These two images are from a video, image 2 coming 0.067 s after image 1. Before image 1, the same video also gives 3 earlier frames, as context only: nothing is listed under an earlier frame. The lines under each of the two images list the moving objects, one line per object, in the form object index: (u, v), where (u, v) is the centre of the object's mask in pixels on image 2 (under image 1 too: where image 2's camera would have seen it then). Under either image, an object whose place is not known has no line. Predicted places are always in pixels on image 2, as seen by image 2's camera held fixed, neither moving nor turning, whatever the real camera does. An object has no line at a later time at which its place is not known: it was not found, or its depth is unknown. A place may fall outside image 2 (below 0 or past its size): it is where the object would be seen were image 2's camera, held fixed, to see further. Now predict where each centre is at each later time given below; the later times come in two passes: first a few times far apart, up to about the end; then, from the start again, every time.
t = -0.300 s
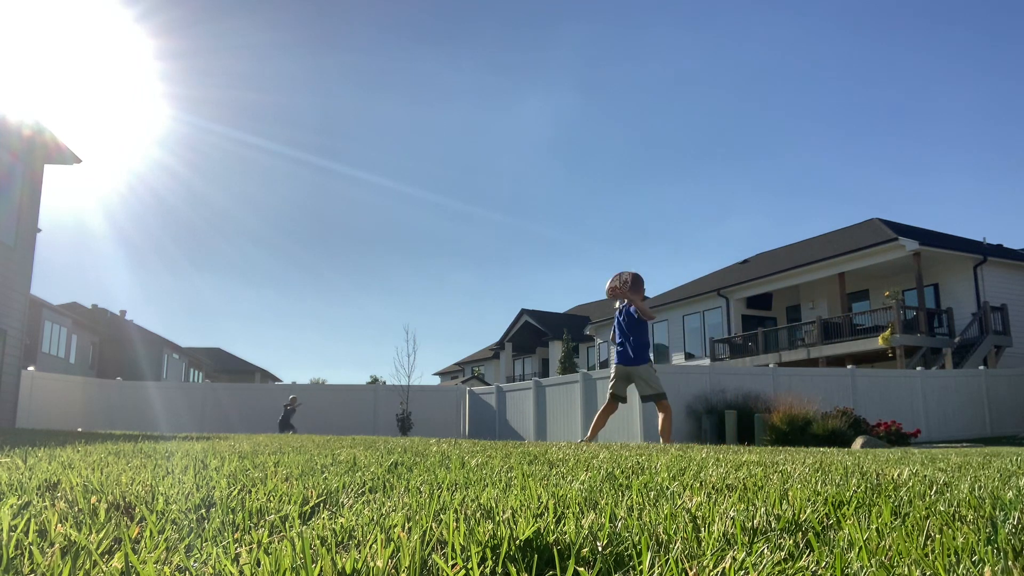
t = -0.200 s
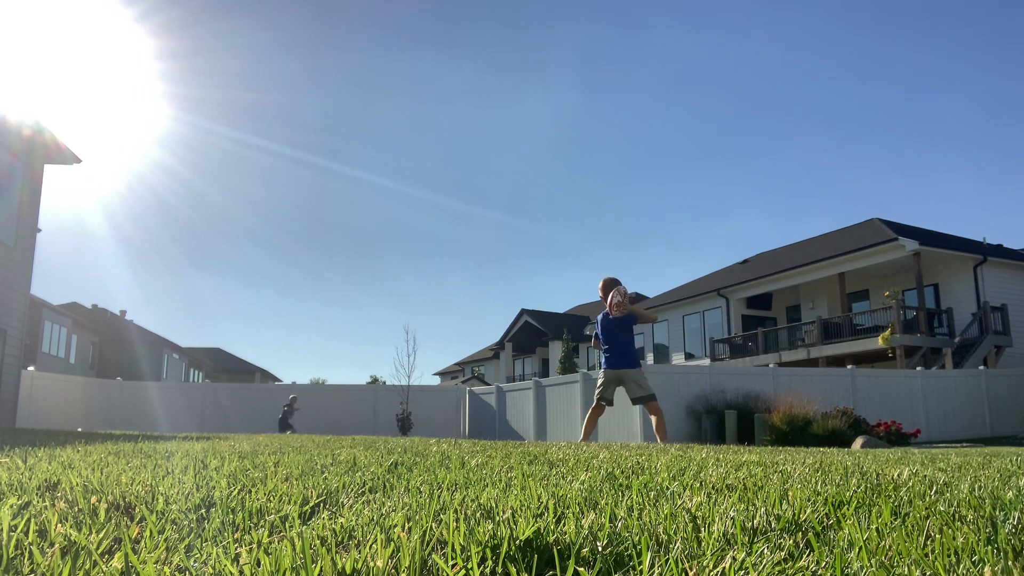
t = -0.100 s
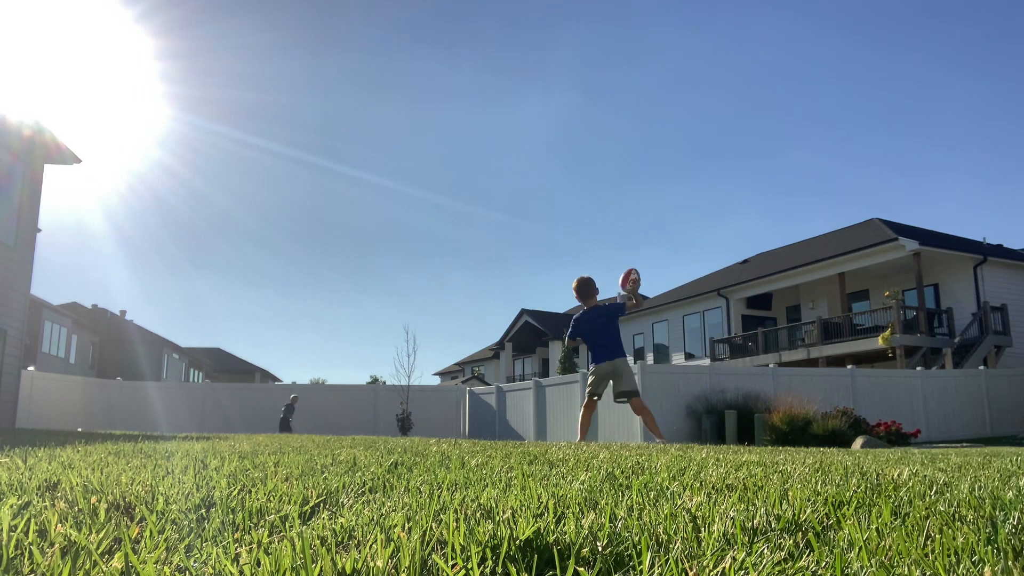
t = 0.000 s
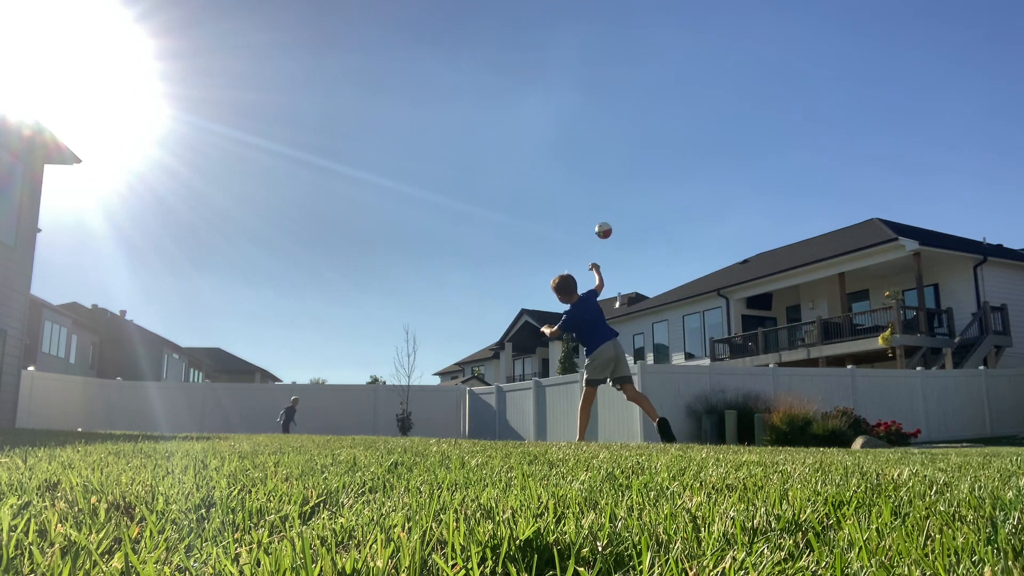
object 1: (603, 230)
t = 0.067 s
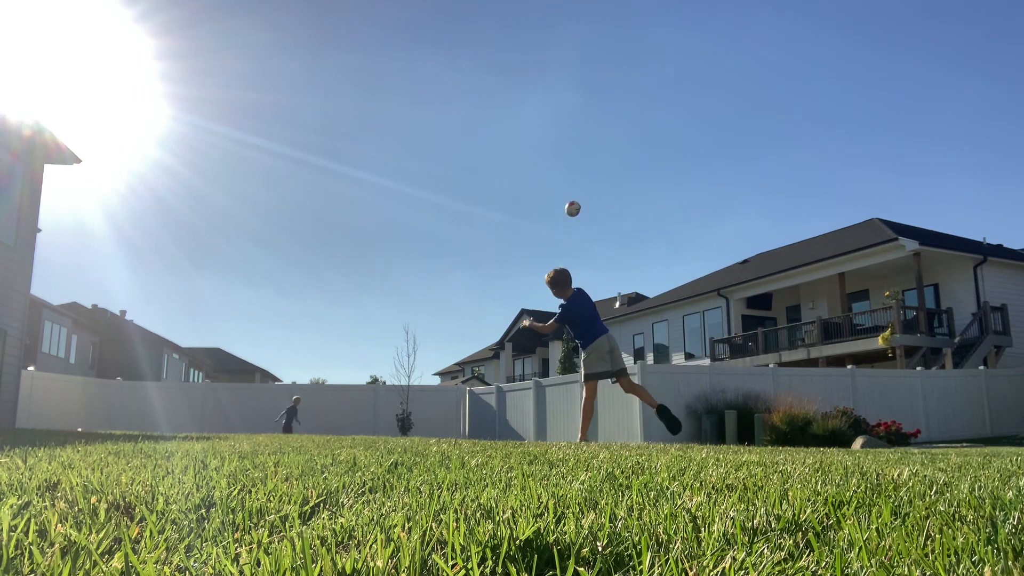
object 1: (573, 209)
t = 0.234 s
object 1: (519, 189)
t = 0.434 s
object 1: (478, 201)
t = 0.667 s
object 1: (445, 241)
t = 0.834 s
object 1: (427, 279)
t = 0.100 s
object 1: (560, 201)
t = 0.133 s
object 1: (548, 196)
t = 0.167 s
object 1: (538, 193)
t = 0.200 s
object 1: (528, 190)
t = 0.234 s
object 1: (519, 189)
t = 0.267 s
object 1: (511, 189)
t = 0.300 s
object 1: (504, 190)
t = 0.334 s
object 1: (497, 192)
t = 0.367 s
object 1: (490, 194)
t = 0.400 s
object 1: (484, 197)
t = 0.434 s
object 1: (478, 201)
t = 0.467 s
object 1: (473, 205)
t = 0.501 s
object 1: (467, 210)
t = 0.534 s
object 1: (463, 216)
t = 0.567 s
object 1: (458, 221)
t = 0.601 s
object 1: (453, 227)
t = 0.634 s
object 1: (449, 234)
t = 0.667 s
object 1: (445, 241)
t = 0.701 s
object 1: (441, 248)
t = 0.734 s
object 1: (437, 255)
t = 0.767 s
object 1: (434, 263)
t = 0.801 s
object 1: (431, 271)
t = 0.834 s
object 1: (427, 279)
